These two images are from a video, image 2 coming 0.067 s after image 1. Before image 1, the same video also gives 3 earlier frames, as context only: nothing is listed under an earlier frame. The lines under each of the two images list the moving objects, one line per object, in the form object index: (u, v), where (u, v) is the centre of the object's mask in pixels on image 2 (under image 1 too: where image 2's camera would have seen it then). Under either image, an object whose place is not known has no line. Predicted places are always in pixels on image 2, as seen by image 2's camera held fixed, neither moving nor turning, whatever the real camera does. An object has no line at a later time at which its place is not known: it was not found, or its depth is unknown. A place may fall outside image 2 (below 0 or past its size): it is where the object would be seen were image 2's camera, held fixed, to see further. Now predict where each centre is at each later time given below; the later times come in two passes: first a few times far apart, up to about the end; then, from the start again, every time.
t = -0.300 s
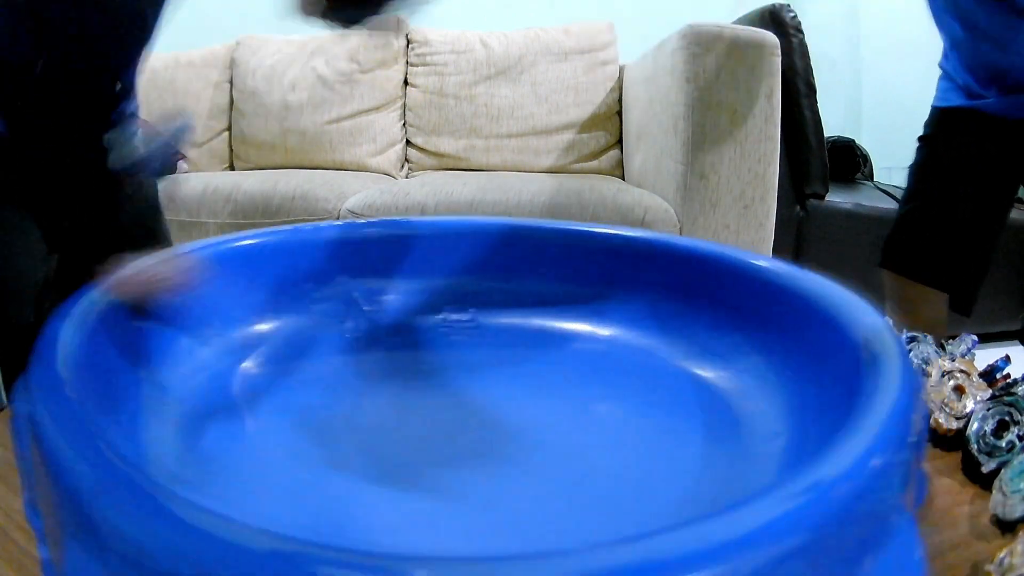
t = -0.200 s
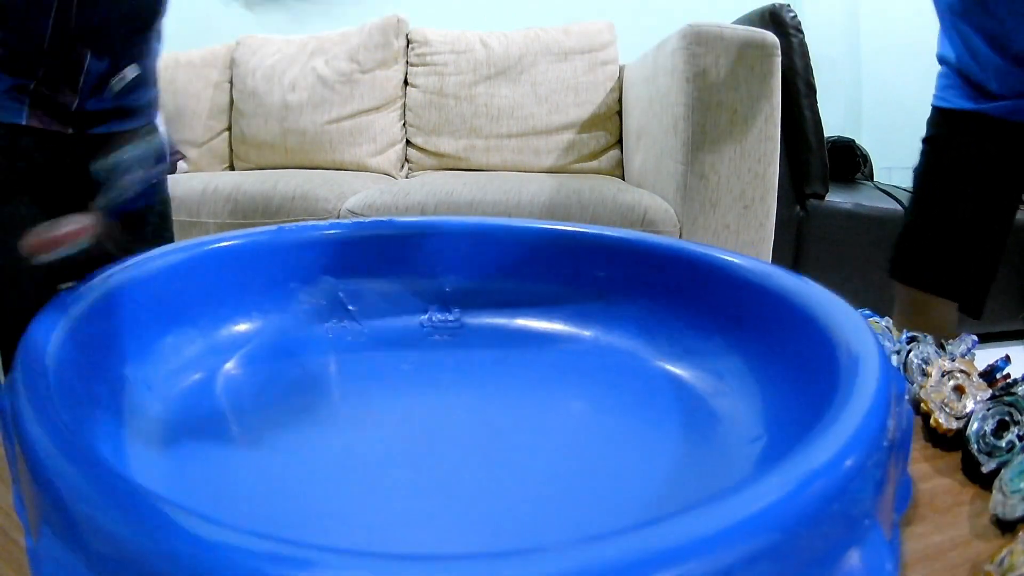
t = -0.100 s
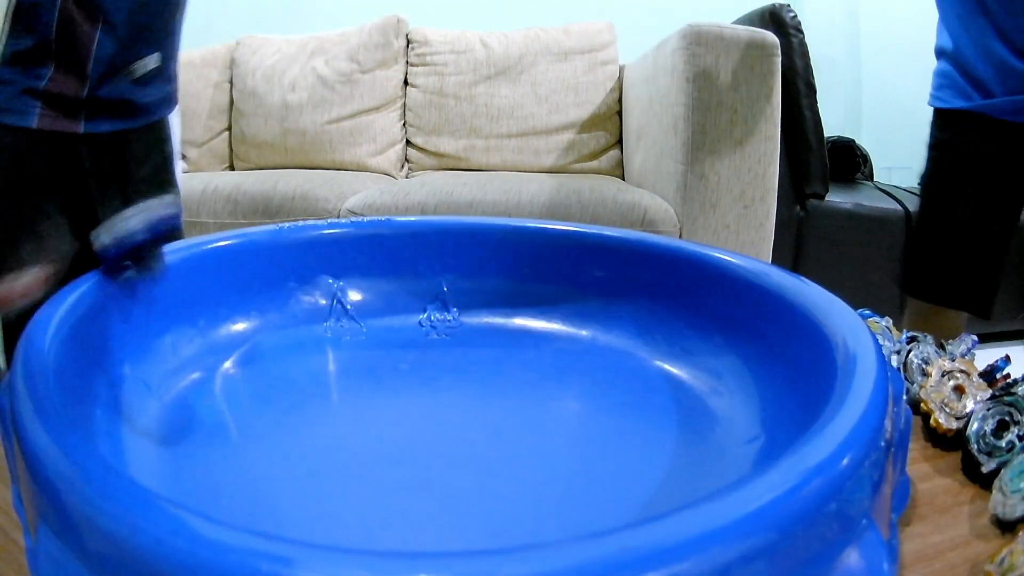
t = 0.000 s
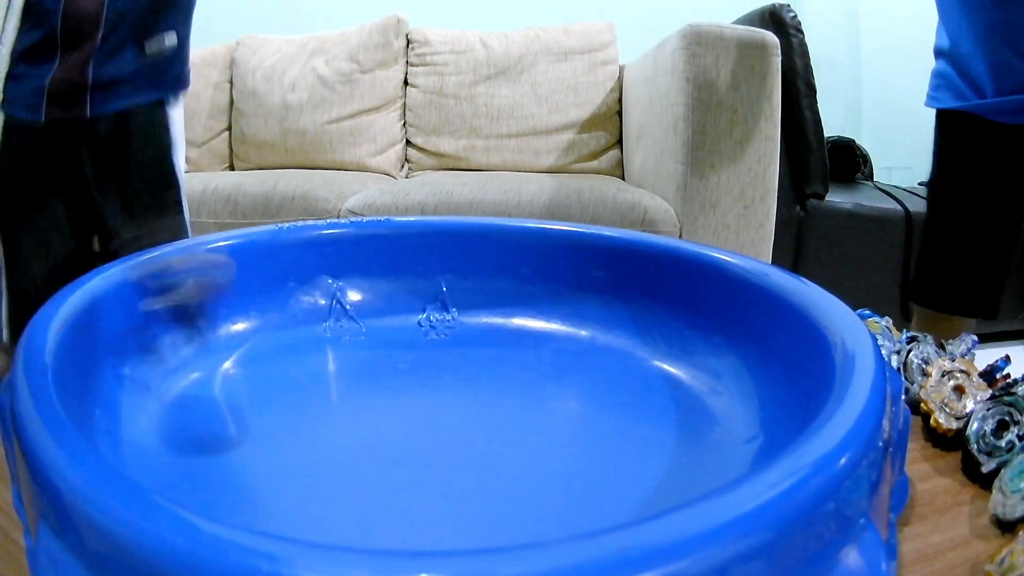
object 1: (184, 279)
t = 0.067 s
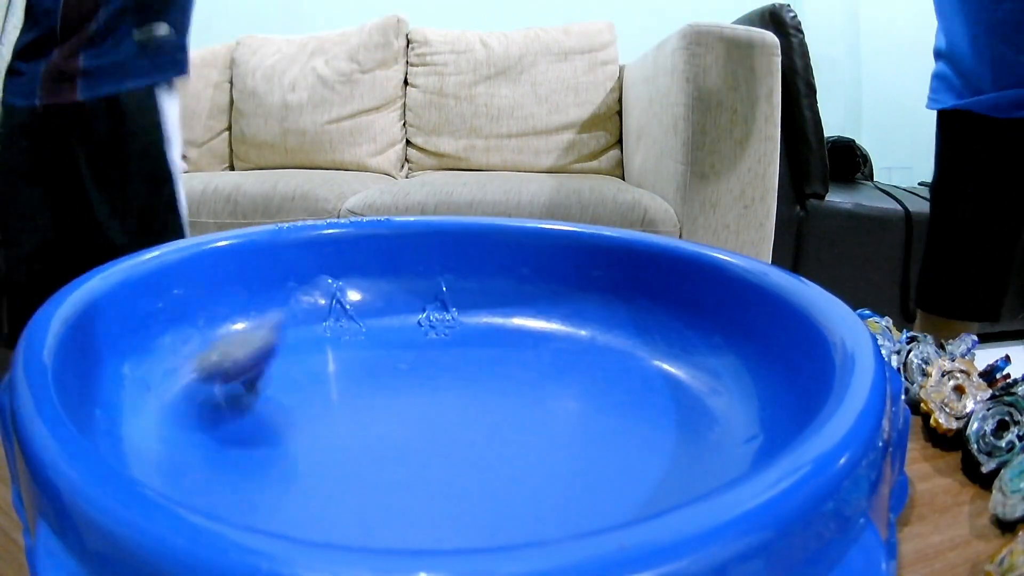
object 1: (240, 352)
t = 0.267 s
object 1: (397, 362)
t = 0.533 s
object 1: (478, 332)
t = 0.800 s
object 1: (432, 319)
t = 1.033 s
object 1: (382, 321)
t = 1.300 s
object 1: (336, 338)
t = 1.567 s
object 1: (328, 371)
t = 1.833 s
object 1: (383, 405)
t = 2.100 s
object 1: (480, 410)
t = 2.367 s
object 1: (540, 387)
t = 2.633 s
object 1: (529, 364)
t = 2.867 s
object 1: (485, 349)
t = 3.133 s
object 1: (420, 347)
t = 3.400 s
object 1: (366, 362)
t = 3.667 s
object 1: (350, 391)
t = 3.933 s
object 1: (395, 419)
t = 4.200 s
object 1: (472, 420)
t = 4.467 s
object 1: (512, 398)
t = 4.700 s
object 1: (496, 374)
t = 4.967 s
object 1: (443, 358)
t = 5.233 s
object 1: (382, 358)
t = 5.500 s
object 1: (341, 375)
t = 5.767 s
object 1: (345, 401)
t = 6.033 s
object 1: (404, 416)
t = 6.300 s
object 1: (473, 403)
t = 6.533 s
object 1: (489, 380)
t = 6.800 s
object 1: (459, 360)
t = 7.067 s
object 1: (406, 353)
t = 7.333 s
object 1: (360, 364)
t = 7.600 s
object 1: (351, 387)
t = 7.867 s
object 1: (396, 408)
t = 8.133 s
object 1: (463, 404)
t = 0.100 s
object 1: (263, 336)
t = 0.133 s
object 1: (285, 339)
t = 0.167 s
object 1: (324, 366)
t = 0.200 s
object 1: (344, 358)
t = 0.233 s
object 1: (373, 358)
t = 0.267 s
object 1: (397, 362)
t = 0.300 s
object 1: (421, 356)
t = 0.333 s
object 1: (443, 354)
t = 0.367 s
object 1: (458, 352)
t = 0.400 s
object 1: (471, 348)
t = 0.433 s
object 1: (478, 343)
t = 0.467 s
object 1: (482, 340)
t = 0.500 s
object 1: (481, 336)
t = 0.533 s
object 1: (478, 332)
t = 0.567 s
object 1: (475, 329)
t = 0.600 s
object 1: (469, 327)
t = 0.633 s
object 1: (464, 324)
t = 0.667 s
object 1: (459, 322)
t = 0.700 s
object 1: (453, 321)
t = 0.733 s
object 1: (446, 320)
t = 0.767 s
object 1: (439, 319)
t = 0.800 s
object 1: (432, 319)
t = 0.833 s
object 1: (424, 318)
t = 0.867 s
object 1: (417, 318)
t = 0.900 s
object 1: (410, 318)
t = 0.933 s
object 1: (402, 318)
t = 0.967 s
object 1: (396, 319)
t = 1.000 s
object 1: (389, 320)
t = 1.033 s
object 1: (382, 321)
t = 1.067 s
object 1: (375, 322)
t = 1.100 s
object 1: (369, 323)
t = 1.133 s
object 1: (363, 325)
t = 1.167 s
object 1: (356, 327)
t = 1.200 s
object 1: (351, 330)
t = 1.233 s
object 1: (346, 332)
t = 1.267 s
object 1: (340, 335)
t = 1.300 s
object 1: (336, 338)
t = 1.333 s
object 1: (333, 341)
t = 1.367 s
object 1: (330, 345)
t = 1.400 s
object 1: (327, 349)
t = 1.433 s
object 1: (326, 353)
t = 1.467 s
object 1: (325, 358)
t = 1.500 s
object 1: (325, 362)
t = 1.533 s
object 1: (326, 366)
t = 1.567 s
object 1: (328, 371)
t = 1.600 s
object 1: (331, 376)
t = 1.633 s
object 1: (334, 380)
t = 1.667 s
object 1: (340, 385)
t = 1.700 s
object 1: (347, 389)
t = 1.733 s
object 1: (354, 394)
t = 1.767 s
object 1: (364, 398)
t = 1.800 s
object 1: (373, 402)
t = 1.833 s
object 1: (383, 405)
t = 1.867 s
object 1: (395, 407)
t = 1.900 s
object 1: (406, 408)
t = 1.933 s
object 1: (418, 410)
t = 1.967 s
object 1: (432, 412)
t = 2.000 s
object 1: (444, 412)
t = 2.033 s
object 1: (457, 412)
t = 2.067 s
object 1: (469, 411)
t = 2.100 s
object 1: (480, 410)
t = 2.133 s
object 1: (491, 409)
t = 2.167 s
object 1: (501, 406)
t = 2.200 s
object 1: (510, 404)
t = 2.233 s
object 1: (518, 401)
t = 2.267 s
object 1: (526, 398)
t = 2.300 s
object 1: (531, 394)
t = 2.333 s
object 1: (536, 391)
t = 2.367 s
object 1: (540, 387)
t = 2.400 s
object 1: (542, 383)
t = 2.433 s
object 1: (543, 380)
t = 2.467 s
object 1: (541, 377)
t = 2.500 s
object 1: (540, 374)
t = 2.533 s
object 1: (538, 372)
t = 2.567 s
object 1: (535, 369)
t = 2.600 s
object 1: (532, 367)
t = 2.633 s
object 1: (529, 364)
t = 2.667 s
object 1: (524, 362)
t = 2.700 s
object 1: (519, 359)
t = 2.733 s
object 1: (513, 357)
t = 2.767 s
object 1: (506, 355)
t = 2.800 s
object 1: (500, 353)
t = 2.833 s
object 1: (492, 350)
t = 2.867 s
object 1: (485, 349)
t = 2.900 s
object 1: (478, 348)
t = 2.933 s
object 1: (470, 347)
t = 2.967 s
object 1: (463, 346)
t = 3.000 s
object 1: (454, 346)
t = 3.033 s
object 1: (446, 346)
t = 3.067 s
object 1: (437, 346)
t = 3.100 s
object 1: (429, 346)
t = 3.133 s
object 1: (420, 347)
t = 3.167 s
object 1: (412, 348)
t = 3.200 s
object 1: (404, 349)
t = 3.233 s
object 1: (397, 350)
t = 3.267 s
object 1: (390, 352)
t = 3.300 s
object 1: (383, 355)
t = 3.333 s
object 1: (377, 357)
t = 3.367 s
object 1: (371, 359)
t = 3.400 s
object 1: (366, 362)
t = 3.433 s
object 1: (361, 365)
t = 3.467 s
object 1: (357, 368)
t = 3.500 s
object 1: (353, 372)
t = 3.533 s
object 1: (351, 375)
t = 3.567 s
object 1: (349, 379)
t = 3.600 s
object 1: (349, 383)
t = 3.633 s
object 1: (349, 387)
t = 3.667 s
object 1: (350, 391)
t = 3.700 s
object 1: (353, 396)
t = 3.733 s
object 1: (356, 400)
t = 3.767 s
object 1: (360, 404)
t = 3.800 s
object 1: (365, 407)
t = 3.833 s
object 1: (371, 410)
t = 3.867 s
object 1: (378, 413)
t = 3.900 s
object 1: (385, 416)
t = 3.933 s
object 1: (395, 419)
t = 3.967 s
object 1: (403, 421)
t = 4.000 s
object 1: (414, 422)
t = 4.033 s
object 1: (422, 423)
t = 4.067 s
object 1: (435, 423)
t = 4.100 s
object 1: (443, 423)
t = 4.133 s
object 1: (454, 422)
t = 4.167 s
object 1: (462, 421)
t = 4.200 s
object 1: (472, 420)
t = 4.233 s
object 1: (480, 419)
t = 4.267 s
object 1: (487, 417)
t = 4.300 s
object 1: (494, 414)
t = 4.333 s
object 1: (499, 411)
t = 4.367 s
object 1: (505, 408)
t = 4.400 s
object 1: (507, 404)
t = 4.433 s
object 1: (511, 401)
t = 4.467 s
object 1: (512, 398)
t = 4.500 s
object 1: (512, 394)
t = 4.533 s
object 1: (512, 390)
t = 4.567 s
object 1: (510, 386)
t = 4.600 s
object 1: (508, 383)
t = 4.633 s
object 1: (505, 380)
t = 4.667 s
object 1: (500, 377)
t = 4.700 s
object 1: (496, 374)
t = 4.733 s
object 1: (490, 372)
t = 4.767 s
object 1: (485, 369)
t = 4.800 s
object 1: (478, 367)
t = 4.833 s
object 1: (472, 364)
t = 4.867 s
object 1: (465, 363)
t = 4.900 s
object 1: (458, 361)
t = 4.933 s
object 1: (450, 359)
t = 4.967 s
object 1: (443, 358)
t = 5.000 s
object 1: (435, 357)
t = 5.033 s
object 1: (428, 357)
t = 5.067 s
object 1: (420, 356)
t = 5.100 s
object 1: (412, 355)
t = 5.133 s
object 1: (404, 356)
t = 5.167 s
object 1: (396, 357)
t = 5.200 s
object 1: (389, 357)
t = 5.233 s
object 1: (382, 358)
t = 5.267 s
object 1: (375, 360)
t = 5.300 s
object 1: (369, 361)
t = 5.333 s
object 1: (362, 363)
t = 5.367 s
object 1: (357, 365)
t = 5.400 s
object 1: (352, 367)
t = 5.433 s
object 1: (348, 370)
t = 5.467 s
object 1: (344, 373)
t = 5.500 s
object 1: (341, 375)
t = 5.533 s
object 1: (338, 378)
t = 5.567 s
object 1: (336, 382)
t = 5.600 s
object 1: (335, 385)
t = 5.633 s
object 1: (335, 388)
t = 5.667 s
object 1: (336, 391)
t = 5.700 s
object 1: (338, 395)
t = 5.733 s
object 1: (341, 397)
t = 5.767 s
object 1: (345, 401)
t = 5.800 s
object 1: (350, 405)
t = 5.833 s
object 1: (355, 407)
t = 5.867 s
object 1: (362, 410)
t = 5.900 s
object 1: (370, 412)
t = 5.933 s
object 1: (377, 413)
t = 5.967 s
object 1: (386, 414)
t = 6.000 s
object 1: (396, 415)
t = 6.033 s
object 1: (404, 416)
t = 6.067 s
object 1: (414, 416)
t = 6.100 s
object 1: (425, 415)
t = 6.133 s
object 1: (433, 414)
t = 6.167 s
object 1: (443, 413)
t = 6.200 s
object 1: (452, 411)
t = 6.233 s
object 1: (458, 409)
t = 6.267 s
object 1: (466, 406)
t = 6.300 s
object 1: (473, 403)
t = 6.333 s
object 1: (477, 401)
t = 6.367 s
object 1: (482, 397)
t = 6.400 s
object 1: (486, 394)
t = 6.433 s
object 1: (488, 390)
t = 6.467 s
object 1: (489, 387)
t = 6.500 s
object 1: (490, 384)
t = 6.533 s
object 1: (489, 380)
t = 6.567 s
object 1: (487, 378)
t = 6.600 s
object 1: (485, 375)
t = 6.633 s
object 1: (482, 372)
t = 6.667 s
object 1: (479, 369)
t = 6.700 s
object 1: (474, 367)
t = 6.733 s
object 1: (469, 364)
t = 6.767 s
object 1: (464, 362)
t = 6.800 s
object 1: (459, 360)
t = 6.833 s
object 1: (452, 359)
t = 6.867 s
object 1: (446, 357)
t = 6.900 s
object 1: (440, 356)
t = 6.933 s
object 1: (434, 355)
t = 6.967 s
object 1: (426, 355)
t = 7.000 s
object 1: (420, 354)
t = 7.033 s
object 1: (413, 353)
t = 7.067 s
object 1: (406, 353)
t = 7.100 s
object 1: (398, 354)
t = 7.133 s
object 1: (393, 355)
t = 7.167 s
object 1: (387, 356)
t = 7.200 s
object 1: (380, 356)
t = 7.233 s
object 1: (374, 359)
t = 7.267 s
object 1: (369, 361)
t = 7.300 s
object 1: (364, 362)
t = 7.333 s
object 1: (360, 364)
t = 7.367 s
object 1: (356, 366)
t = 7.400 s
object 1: (353, 369)
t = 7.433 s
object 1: (351, 372)
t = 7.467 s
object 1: (350, 374)
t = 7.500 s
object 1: (348, 378)
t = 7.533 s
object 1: (348, 380)
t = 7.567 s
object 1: (349, 384)
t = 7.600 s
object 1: (351, 387)
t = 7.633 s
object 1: (353, 390)
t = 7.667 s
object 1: (356, 393)
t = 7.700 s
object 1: (361, 397)
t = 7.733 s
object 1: (367, 400)
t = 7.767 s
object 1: (372, 402)
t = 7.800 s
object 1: (378, 404)
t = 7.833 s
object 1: (386, 406)
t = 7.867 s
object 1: (396, 408)
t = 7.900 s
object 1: (403, 408)
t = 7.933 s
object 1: (411, 409)
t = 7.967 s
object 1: (420, 409)
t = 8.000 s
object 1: (431, 409)
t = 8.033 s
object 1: (439, 408)
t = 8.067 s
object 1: (446, 407)
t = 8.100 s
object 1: (454, 406)
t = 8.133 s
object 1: (463, 404)
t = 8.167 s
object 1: (470, 402)
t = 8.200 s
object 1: (475, 399)
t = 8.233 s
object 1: (479, 397)
